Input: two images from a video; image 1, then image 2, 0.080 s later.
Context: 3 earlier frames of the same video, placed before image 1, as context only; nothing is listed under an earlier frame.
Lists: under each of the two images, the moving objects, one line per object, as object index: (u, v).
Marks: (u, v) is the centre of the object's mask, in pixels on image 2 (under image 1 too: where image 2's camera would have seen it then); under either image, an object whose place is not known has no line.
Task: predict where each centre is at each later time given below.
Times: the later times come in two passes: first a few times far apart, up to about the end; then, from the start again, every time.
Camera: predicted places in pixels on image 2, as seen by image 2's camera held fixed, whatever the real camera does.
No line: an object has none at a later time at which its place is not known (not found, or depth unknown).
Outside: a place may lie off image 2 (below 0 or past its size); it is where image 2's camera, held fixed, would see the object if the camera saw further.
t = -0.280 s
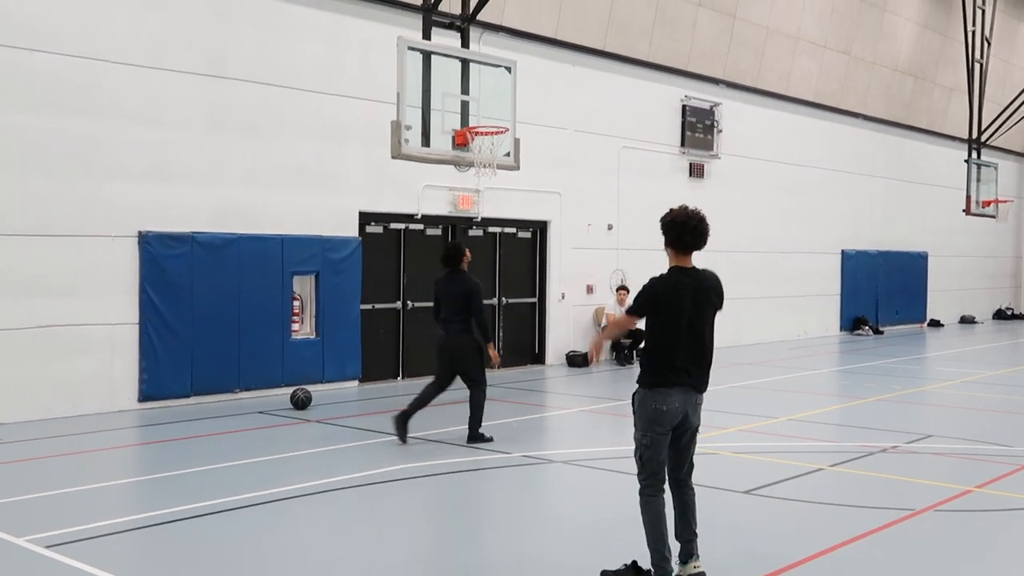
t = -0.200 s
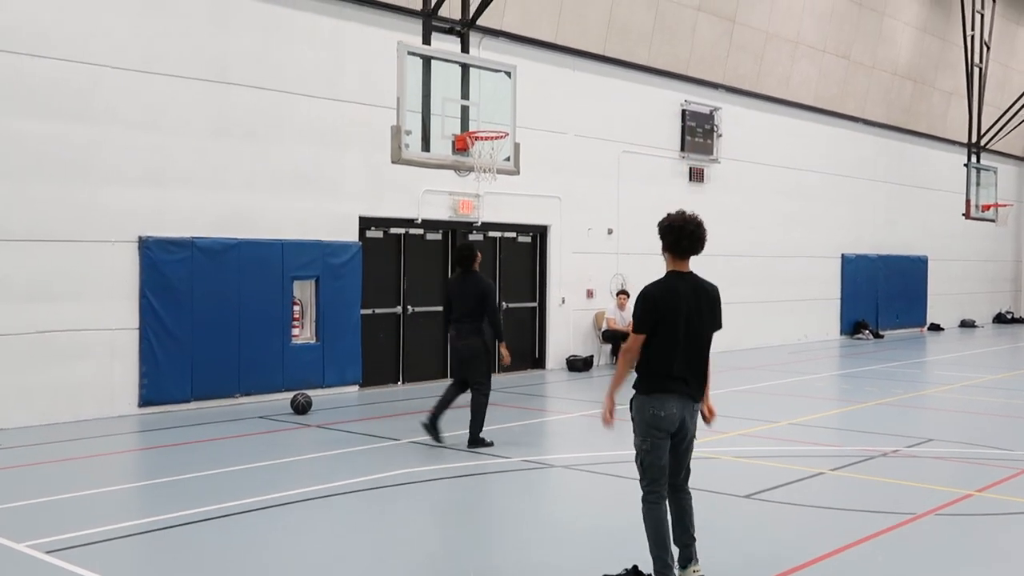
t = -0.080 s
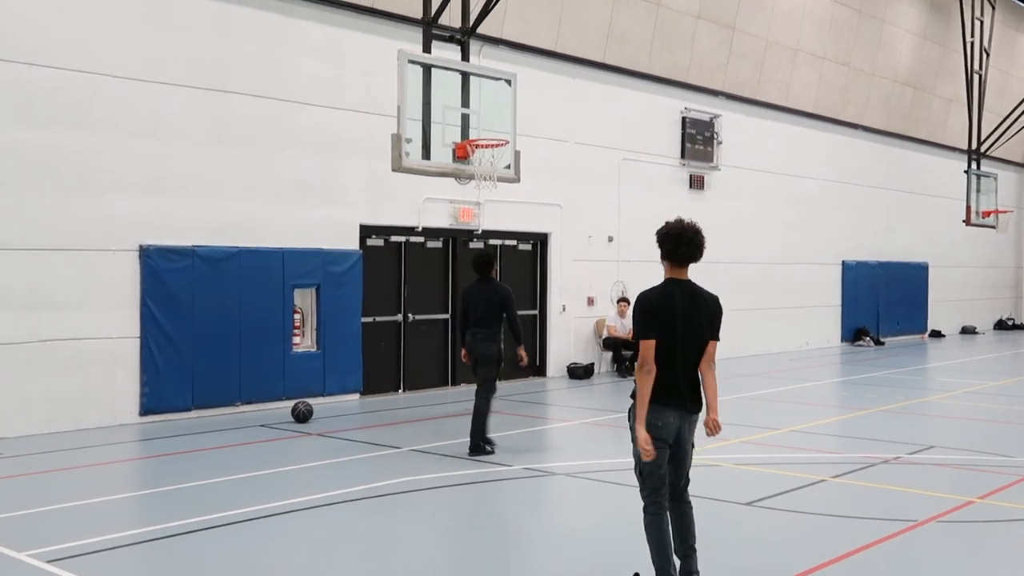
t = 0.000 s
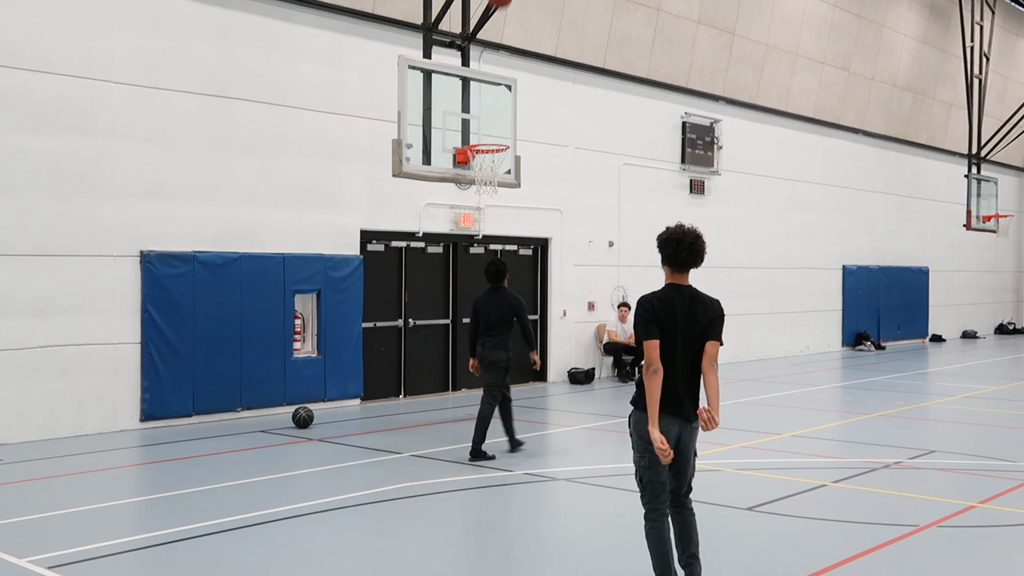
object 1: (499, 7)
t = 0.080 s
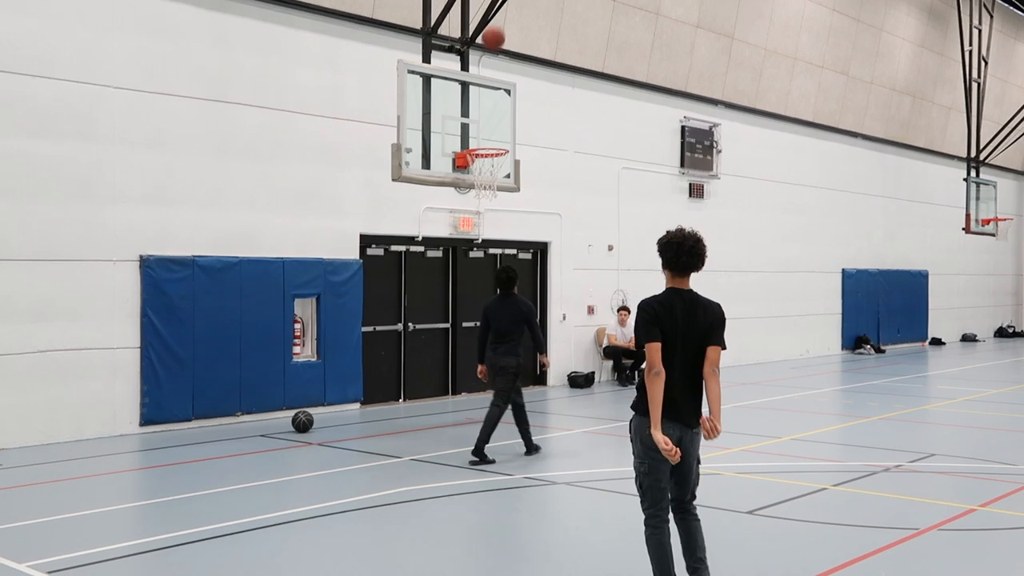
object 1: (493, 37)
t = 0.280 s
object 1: (480, 142)
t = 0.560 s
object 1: (493, 242)
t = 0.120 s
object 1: (490, 57)
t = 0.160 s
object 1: (487, 77)
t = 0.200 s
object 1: (485, 100)
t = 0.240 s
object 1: (482, 122)
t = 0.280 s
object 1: (480, 142)
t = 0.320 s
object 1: (479, 167)
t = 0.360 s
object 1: (478, 180)
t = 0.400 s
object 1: (479, 187)
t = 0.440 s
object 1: (483, 199)
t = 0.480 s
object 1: (486, 212)
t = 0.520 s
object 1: (489, 226)
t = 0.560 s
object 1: (493, 242)
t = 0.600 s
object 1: (496, 259)
